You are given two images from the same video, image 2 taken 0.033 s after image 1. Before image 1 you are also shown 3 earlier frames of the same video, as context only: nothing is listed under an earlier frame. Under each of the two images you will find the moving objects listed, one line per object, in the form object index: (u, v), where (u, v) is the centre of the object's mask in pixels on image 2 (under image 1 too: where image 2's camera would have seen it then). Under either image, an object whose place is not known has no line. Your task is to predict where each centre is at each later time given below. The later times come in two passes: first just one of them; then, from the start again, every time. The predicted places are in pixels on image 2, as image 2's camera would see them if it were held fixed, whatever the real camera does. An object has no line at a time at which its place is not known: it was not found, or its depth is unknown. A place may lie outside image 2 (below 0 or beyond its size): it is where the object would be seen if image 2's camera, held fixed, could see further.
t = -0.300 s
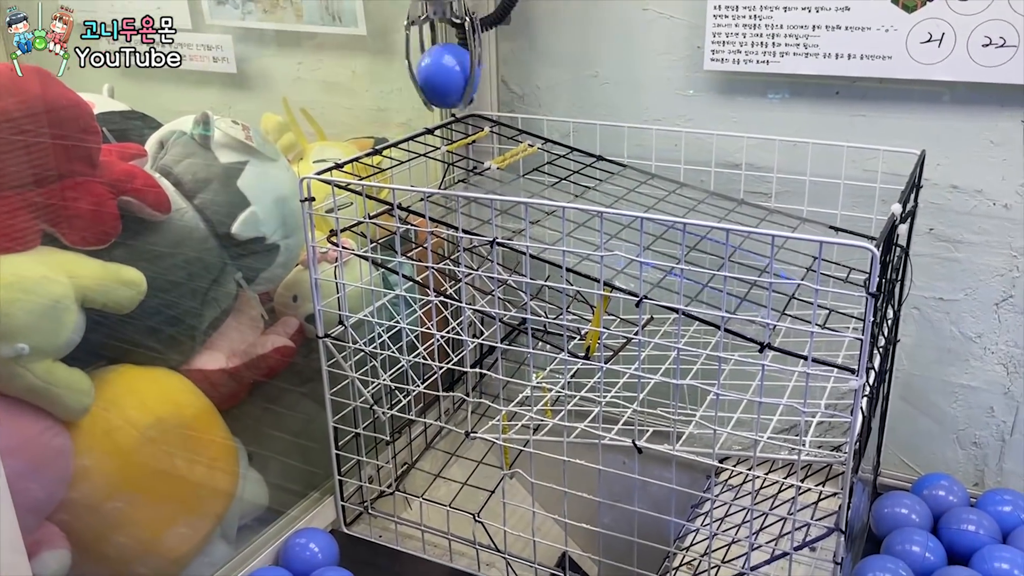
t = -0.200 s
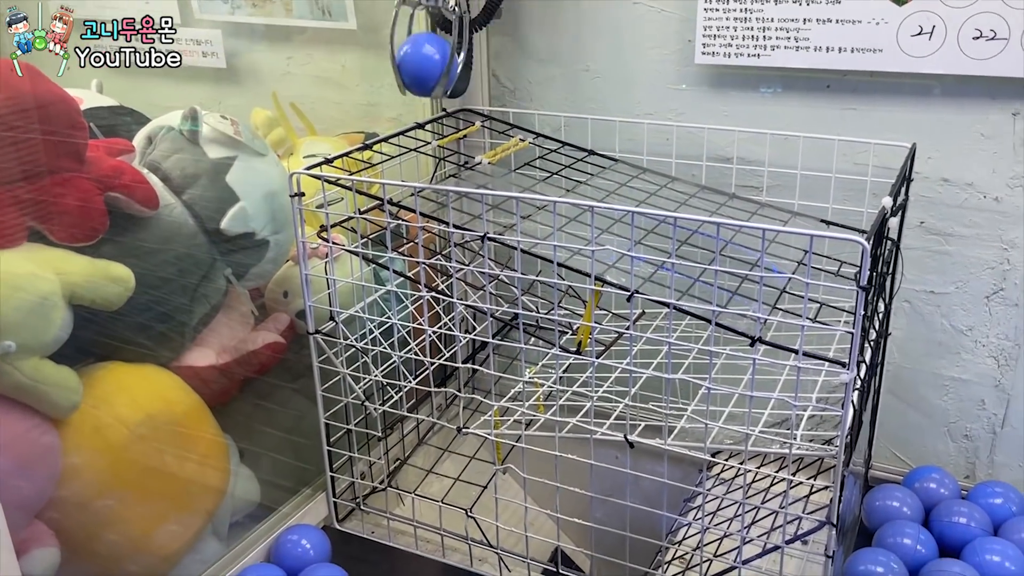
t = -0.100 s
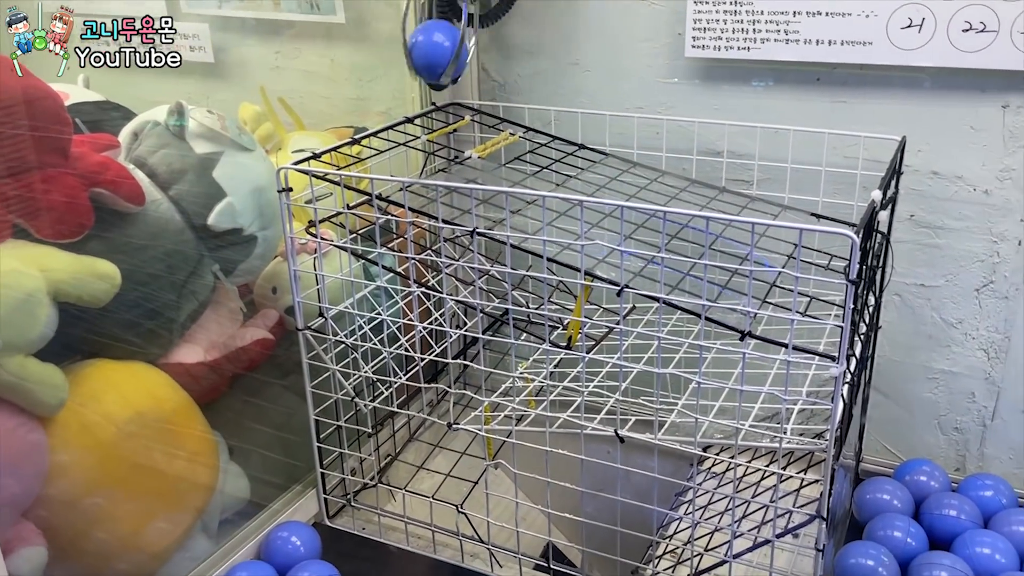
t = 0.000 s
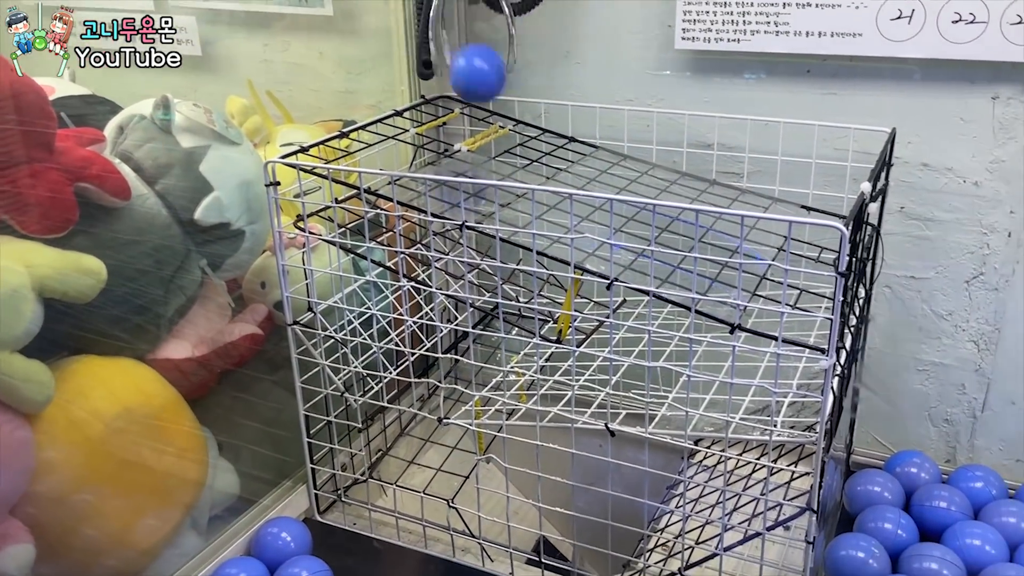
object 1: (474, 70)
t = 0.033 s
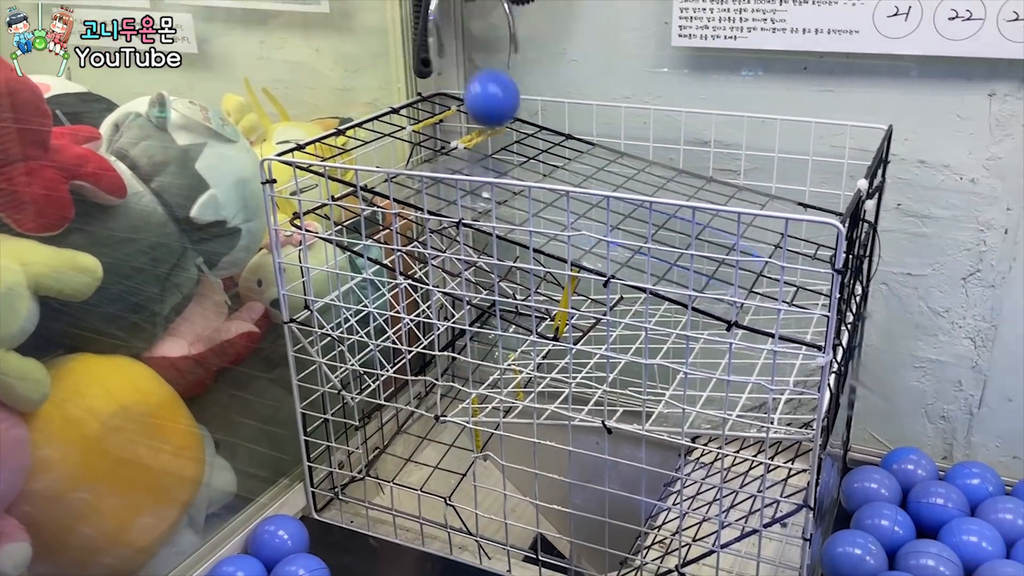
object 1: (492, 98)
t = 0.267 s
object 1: (609, 132)
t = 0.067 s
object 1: (509, 111)
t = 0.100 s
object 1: (529, 97)
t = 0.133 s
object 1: (549, 92)
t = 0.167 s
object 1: (570, 96)
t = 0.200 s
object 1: (583, 102)
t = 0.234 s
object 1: (595, 115)
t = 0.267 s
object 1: (609, 132)
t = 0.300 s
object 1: (628, 138)
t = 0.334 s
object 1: (647, 144)
